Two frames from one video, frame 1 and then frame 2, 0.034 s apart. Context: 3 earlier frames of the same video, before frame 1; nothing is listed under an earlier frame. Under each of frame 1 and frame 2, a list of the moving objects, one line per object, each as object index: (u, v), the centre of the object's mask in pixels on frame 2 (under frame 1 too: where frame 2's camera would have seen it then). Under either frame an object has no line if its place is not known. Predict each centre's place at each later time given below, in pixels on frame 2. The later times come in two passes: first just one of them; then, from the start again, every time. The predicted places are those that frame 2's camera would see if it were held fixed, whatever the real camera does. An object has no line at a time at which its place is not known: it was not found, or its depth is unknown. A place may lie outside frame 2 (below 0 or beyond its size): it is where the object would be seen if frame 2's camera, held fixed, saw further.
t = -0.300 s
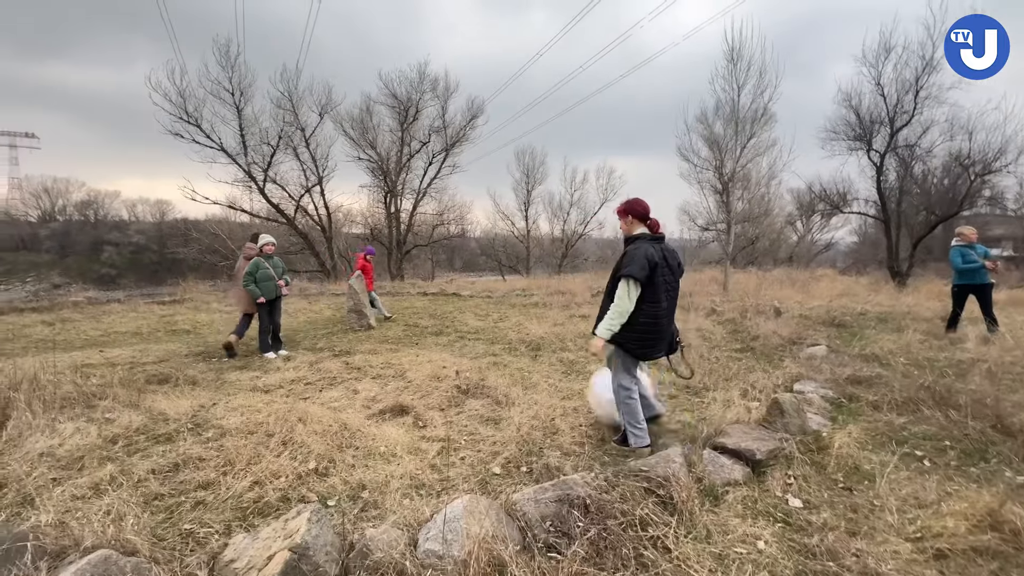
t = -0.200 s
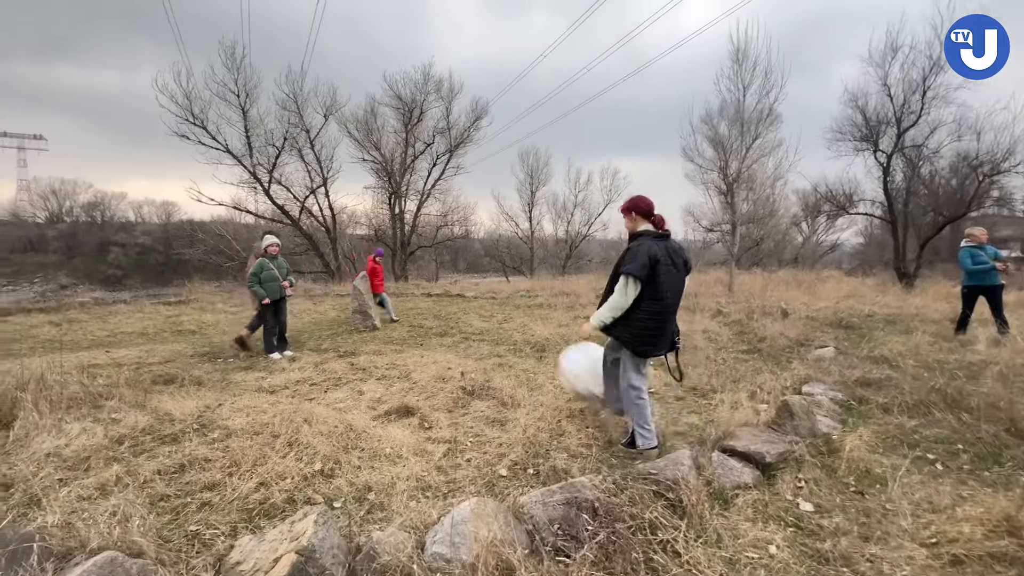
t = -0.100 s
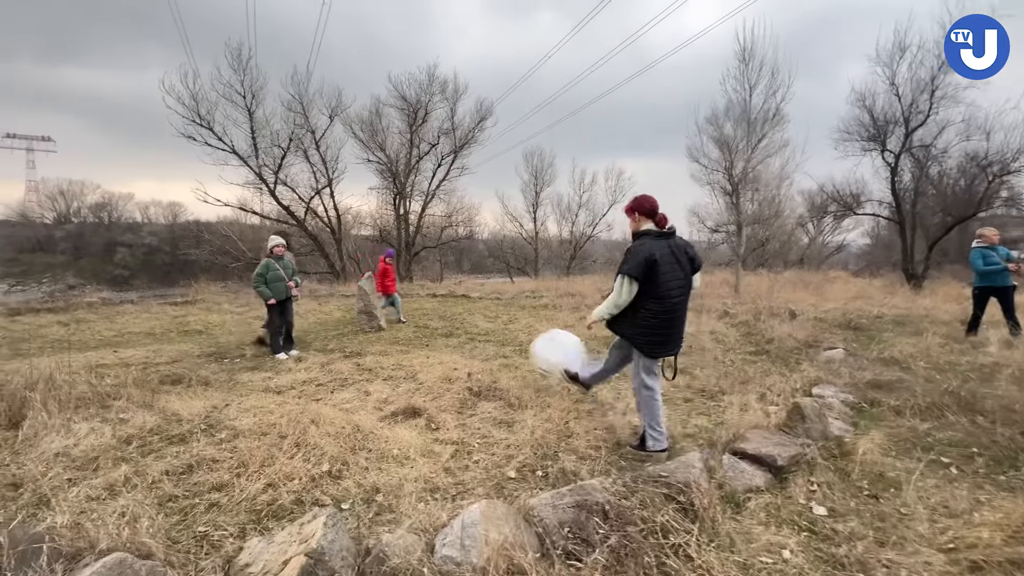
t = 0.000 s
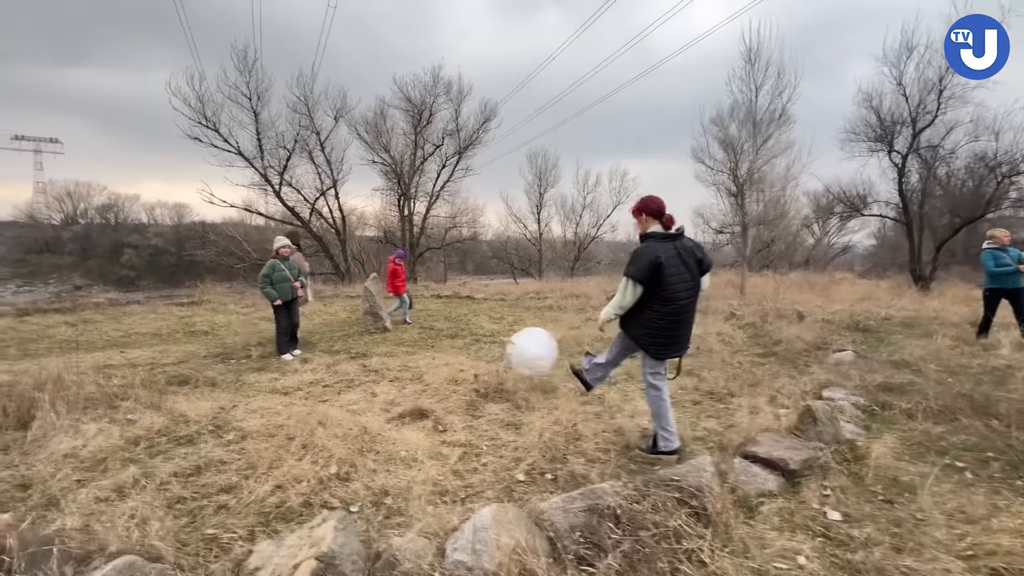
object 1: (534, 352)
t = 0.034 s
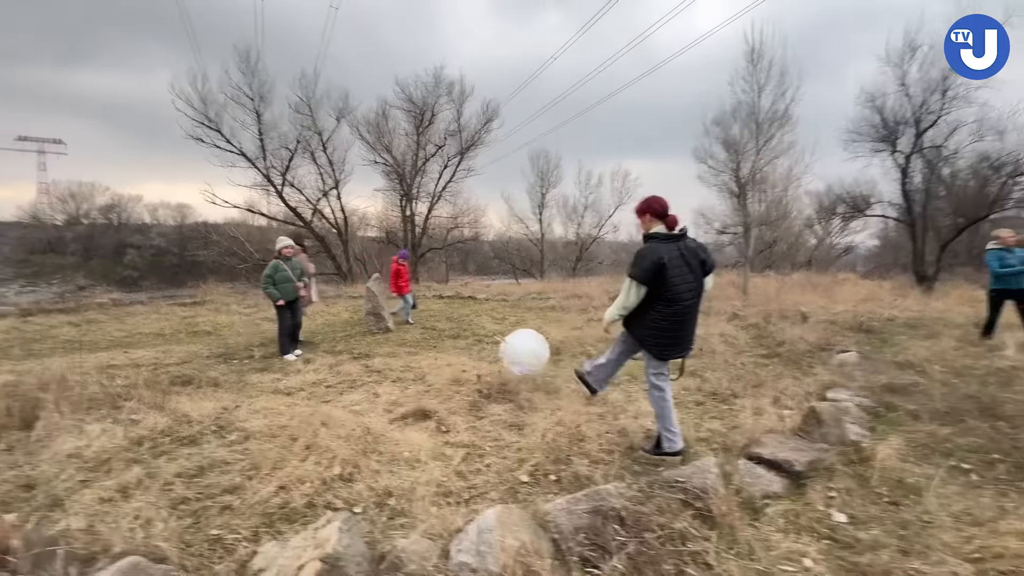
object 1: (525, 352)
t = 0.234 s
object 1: (475, 360)
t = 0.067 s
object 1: (514, 352)
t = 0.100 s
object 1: (505, 354)
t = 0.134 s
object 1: (495, 358)
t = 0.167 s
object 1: (486, 360)
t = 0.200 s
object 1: (479, 363)
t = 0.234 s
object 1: (475, 360)
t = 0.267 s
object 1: (470, 357)
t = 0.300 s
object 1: (466, 353)
